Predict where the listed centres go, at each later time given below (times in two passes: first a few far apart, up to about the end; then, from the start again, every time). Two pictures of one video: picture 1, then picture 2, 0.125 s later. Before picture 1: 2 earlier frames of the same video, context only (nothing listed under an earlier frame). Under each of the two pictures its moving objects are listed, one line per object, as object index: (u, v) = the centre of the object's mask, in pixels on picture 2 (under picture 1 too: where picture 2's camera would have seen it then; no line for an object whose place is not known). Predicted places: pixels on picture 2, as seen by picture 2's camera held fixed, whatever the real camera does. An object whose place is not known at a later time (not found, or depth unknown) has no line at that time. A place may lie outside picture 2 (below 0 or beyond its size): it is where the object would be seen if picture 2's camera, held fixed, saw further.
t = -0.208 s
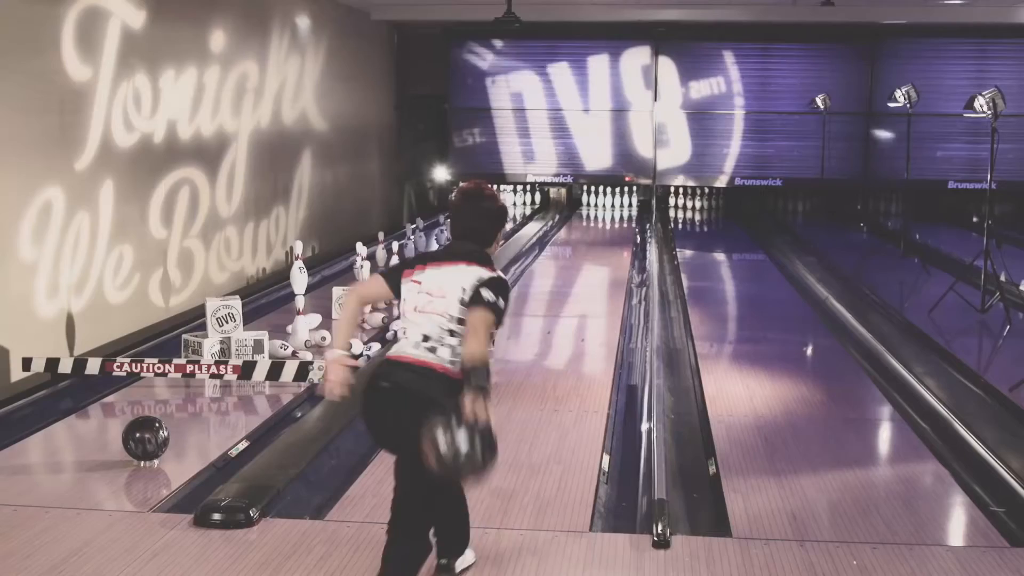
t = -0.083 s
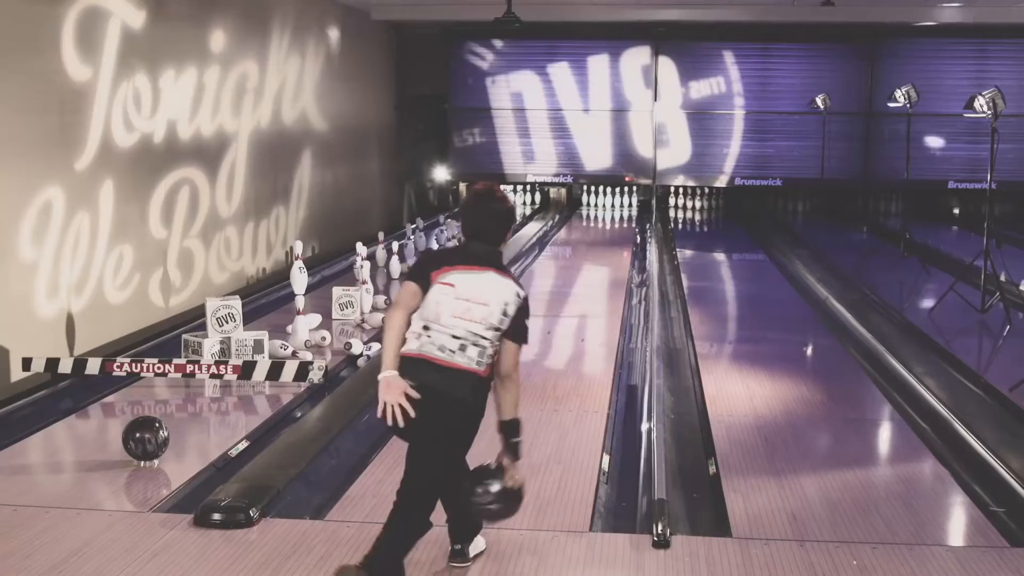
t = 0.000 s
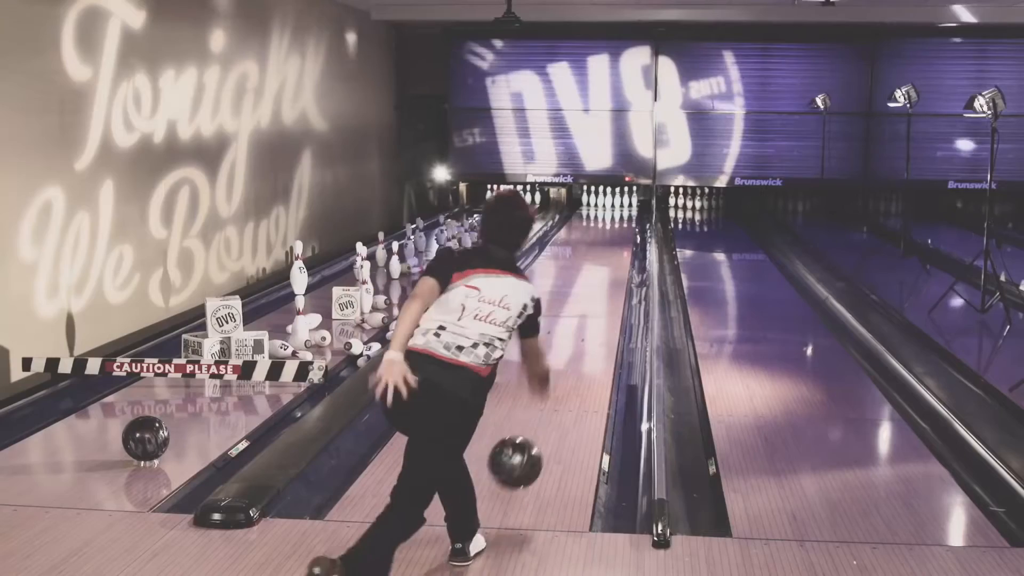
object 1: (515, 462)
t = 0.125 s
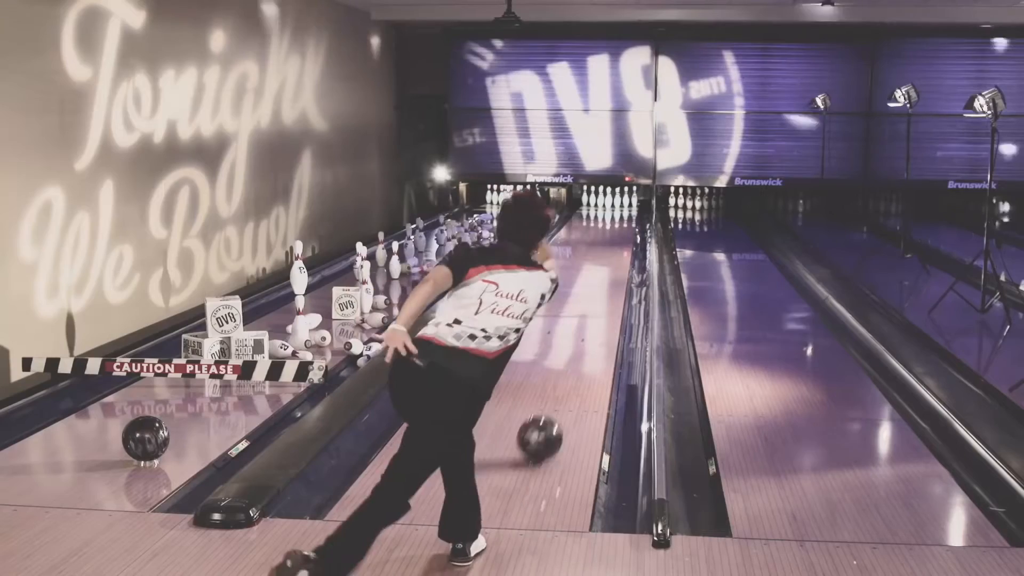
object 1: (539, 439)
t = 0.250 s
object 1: (557, 398)
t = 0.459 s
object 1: (578, 347)
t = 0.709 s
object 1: (595, 306)
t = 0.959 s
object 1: (606, 278)
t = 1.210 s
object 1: (613, 258)
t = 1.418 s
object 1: (617, 244)
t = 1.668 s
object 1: (621, 231)
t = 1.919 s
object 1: (622, 221)
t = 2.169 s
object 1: (621, 213)
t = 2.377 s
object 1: (619, 208)
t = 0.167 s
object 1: (546, 423)
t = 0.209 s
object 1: (551, 410)
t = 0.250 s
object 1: (557, 398)
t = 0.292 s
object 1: (561, 386)
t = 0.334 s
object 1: (567, 375)
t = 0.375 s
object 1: (571, 365)
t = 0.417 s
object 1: (575, 355)
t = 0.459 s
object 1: (578, 347)
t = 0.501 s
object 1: (582, 339)
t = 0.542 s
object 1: (584, 332)
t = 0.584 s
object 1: (587, 325)
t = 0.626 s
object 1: (590, 319)
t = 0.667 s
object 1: (592, 312)
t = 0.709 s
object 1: (595, 306)
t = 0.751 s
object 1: (597, 301)
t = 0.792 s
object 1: (599, 296)
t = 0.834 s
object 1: (601, 291)
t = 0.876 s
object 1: (602, 287)
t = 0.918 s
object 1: (604, 282)
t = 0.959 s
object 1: (606, 278)
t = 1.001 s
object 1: (607, 274)
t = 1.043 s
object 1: (608, 271)
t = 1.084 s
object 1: (609, 267)
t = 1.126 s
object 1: (611, 264)
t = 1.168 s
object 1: (612, 261)
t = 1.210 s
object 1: (613, 258)
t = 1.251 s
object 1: (614, 255)
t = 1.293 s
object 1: (615, 252)
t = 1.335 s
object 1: (615, 250)
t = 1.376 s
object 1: (616, 247)
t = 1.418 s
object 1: (617, 244)
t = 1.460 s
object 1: (618, 242)
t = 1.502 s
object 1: (618, 240)
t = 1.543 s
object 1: (619, 237)
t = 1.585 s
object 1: (620, 235)
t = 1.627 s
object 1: (620, 233)
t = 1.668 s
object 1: (621, 231)
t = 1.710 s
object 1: (621, 229)
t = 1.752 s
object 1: (621, 228)
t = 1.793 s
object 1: (622, 226)
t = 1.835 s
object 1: (622, 224)
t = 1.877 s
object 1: (622, 223)
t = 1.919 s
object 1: (622, 221)
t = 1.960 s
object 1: (622, 220)
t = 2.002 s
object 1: (621, 219)
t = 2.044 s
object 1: (622, 217)
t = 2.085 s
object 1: (622, 216)
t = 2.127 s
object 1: (622, 215)
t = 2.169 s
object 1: (621, 213)
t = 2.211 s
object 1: (621, 212)
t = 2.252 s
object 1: (620, 211)
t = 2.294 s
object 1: (620, 210)
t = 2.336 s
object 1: (619, 209)
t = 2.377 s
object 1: (619, 208)
